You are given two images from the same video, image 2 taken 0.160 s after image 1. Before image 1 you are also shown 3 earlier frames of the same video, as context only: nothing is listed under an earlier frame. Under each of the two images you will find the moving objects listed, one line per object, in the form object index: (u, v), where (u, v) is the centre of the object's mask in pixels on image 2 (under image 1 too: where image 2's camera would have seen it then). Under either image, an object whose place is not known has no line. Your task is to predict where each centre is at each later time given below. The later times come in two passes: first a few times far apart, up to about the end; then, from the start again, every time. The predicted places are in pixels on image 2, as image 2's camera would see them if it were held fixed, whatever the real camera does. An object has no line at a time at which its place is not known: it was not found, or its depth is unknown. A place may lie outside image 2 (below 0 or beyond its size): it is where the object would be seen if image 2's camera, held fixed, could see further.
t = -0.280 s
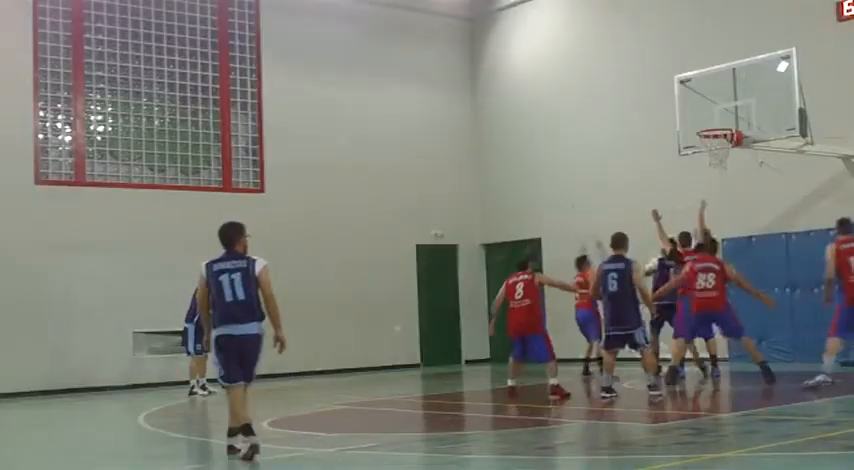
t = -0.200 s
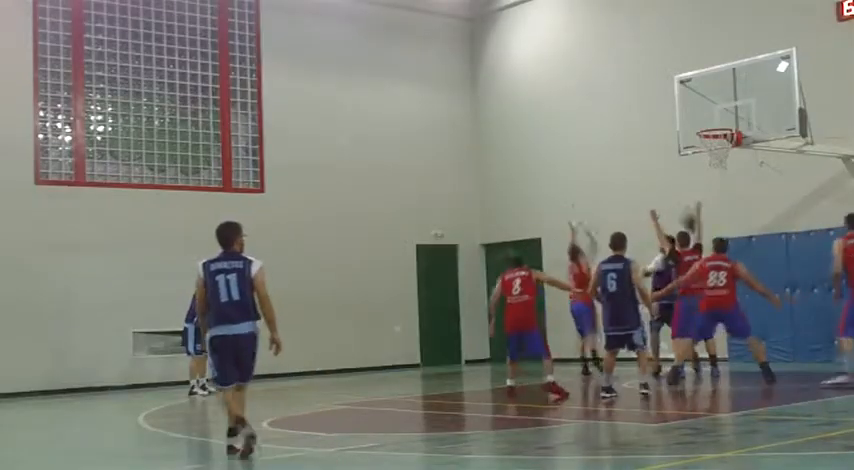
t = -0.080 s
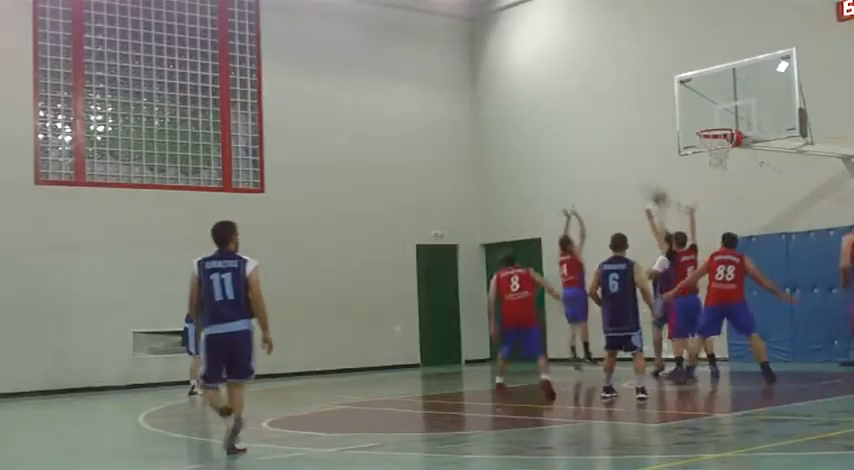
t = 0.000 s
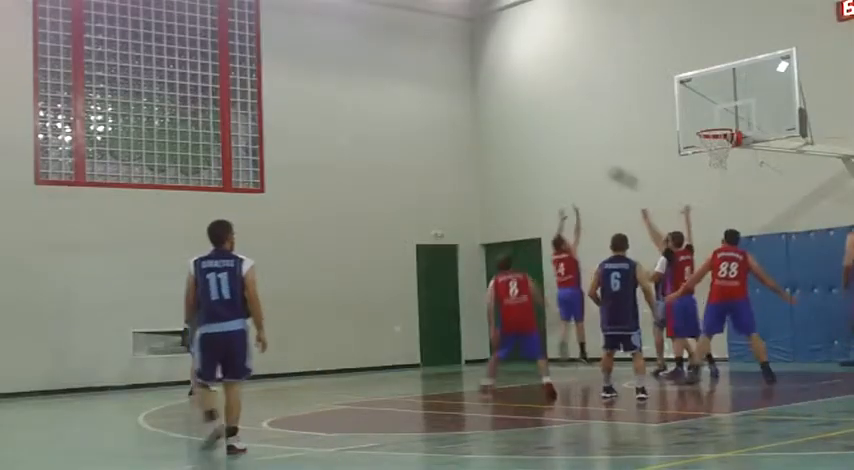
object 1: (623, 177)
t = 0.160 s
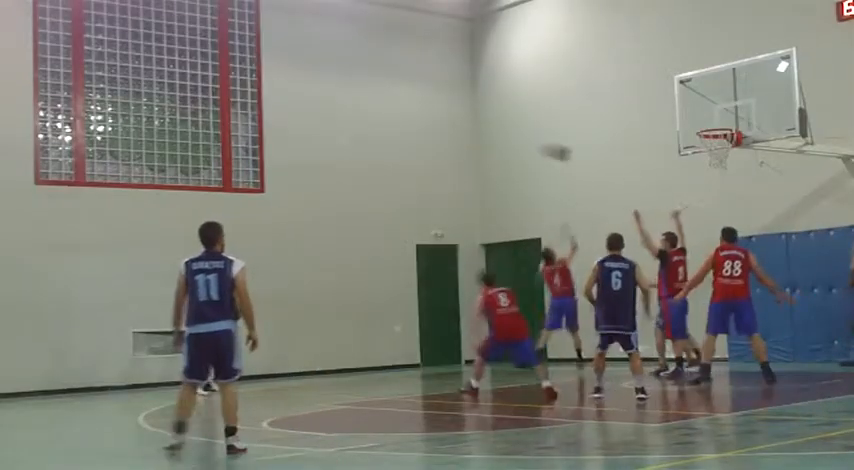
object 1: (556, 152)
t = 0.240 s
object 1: (523, 145)
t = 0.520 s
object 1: (415, 156)
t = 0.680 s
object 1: (350, 188)
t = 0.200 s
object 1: (541, 148)
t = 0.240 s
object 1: (523, 145)
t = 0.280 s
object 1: (508, 144)
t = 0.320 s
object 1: (493, 144)
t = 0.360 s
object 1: (481, 144)
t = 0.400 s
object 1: (461, 145)
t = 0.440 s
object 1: (443, 149)
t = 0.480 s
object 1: (429, 151)
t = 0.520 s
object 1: (415, 156)
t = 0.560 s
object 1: (397, 162)
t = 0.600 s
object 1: (382, 169)
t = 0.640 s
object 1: (367, 177)
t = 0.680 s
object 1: (350, 188)
